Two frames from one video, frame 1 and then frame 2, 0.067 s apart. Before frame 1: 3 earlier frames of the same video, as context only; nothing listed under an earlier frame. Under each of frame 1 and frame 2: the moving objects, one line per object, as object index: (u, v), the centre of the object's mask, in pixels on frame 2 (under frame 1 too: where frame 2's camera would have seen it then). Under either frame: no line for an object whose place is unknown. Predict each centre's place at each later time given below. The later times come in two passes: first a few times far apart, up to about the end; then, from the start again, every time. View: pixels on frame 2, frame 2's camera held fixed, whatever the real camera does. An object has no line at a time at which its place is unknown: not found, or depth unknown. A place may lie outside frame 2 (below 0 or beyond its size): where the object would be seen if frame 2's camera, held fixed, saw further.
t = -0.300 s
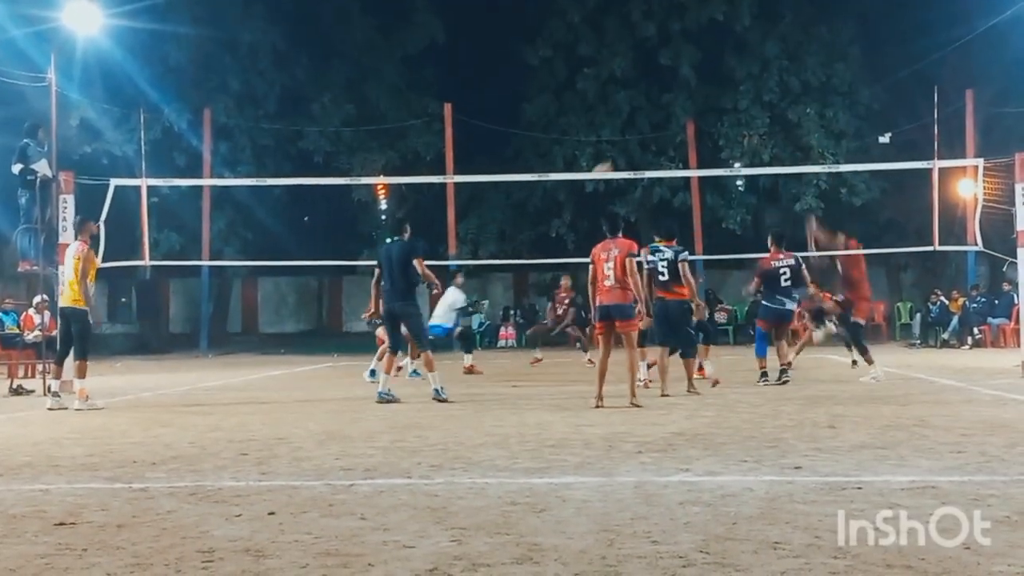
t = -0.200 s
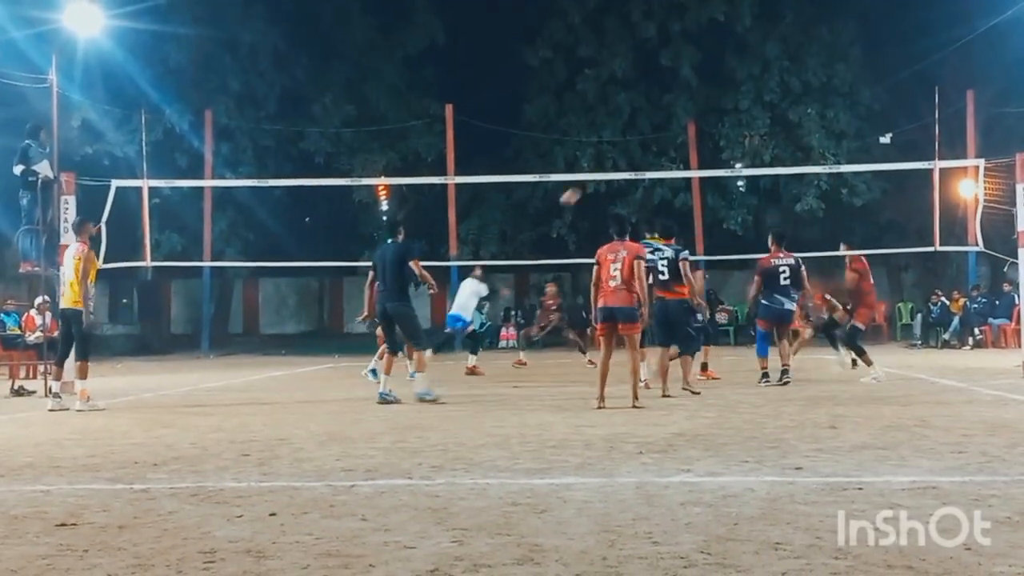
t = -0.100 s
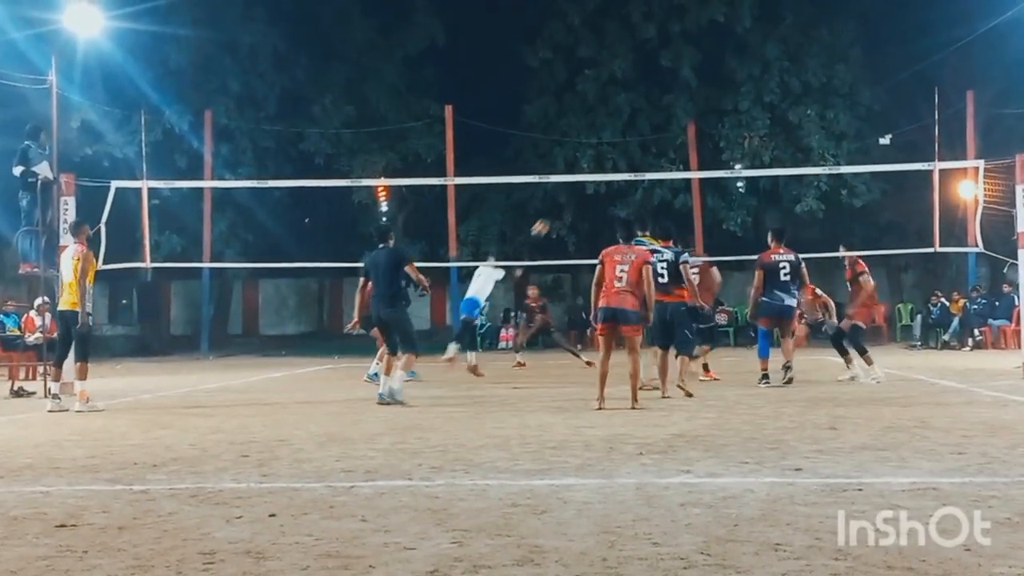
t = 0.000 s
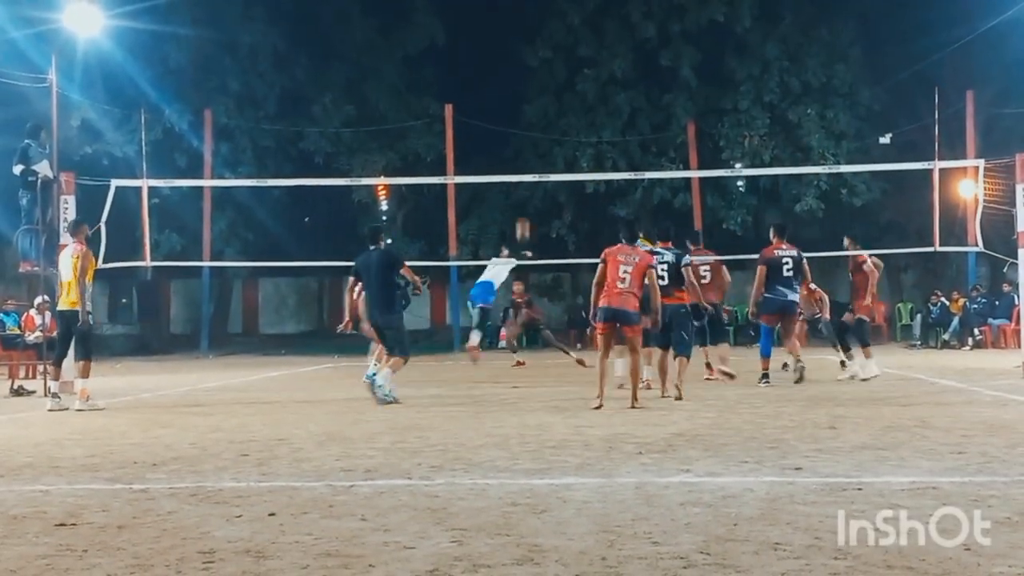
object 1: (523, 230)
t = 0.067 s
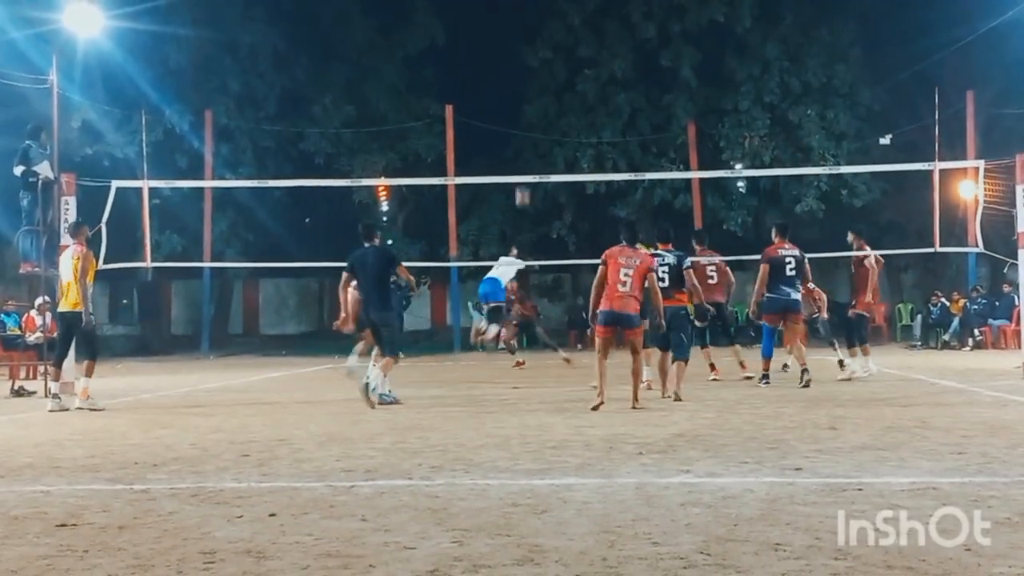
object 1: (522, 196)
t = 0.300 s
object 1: (518, 102)
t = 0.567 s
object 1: (514, 41)
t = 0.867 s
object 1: (508, 27)
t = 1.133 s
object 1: (505, 60)
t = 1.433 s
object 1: (503, 149)
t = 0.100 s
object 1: (521, 186)
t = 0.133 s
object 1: (521, 165)
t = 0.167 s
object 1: (520, 151)
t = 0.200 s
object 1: (520, 138)
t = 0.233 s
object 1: (519, 124)
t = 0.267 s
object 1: (519, 113)
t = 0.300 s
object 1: (518, 102)
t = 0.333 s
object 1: (518, 92)
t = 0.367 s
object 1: (517, 82)
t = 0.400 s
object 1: (516, 74)
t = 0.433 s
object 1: (516, 66)
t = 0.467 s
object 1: (515, 58)
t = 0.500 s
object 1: (515, 52)
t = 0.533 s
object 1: (514, 46)
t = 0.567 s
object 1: (514, 41)
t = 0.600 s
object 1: (513, 36)
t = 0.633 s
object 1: (512, 33)
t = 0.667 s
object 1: (512, 29)
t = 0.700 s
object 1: (511, 27)
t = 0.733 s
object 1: (510, 26)
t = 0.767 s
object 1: (510, 25)
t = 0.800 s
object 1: (509, 25)
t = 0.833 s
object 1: (509, 25)
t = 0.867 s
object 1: (508, 27)
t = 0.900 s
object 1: (508, 29)
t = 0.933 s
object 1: (507, 31)
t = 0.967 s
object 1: (507, 35)
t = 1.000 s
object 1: (506, 38)
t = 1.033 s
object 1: (506, 43)
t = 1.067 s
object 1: (506, 48)
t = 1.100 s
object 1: (505, 54)
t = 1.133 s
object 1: (505, 60)
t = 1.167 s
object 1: (504, 68)
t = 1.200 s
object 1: (504, 76)
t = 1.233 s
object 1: (504, 84)
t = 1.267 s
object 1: (504, 94)
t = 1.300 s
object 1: (503, 103)
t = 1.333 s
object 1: (503, 114)
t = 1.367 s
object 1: (503, 125)
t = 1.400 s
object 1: (503, 136)
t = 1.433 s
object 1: (503, 149)
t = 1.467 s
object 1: (503, 162)
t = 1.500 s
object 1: (503, 171)
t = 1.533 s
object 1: (503, 190)
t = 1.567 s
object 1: (503, 203)
